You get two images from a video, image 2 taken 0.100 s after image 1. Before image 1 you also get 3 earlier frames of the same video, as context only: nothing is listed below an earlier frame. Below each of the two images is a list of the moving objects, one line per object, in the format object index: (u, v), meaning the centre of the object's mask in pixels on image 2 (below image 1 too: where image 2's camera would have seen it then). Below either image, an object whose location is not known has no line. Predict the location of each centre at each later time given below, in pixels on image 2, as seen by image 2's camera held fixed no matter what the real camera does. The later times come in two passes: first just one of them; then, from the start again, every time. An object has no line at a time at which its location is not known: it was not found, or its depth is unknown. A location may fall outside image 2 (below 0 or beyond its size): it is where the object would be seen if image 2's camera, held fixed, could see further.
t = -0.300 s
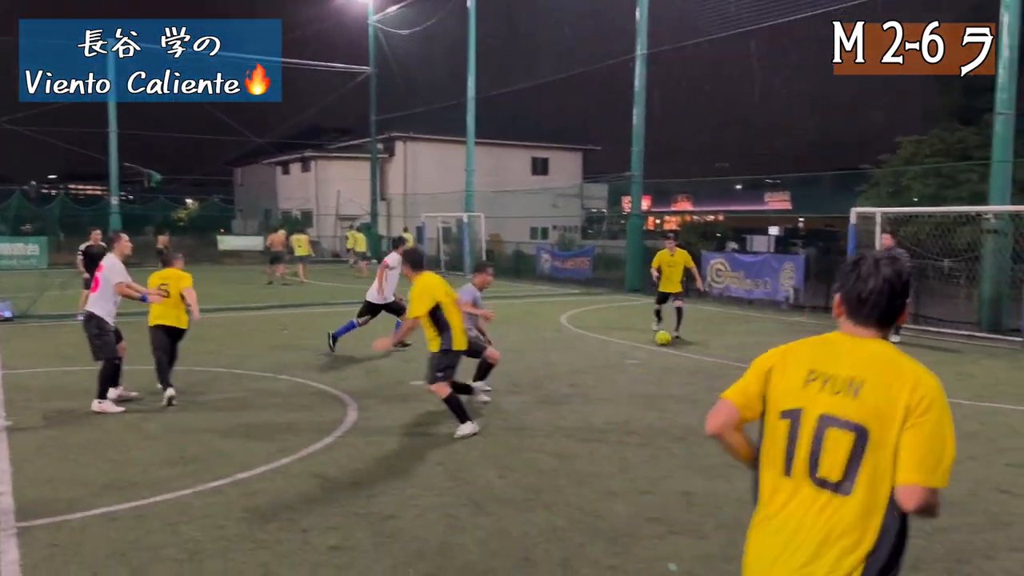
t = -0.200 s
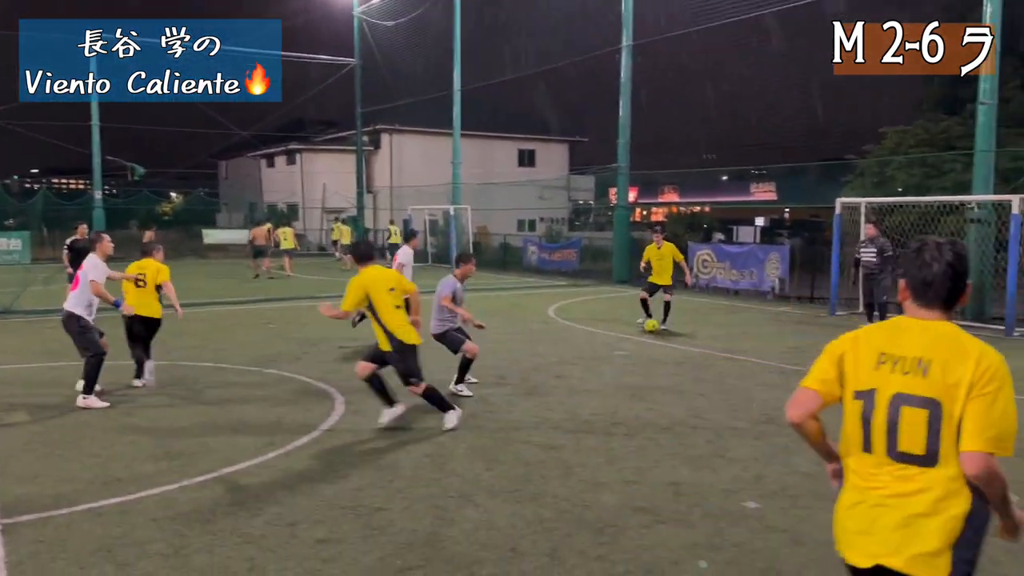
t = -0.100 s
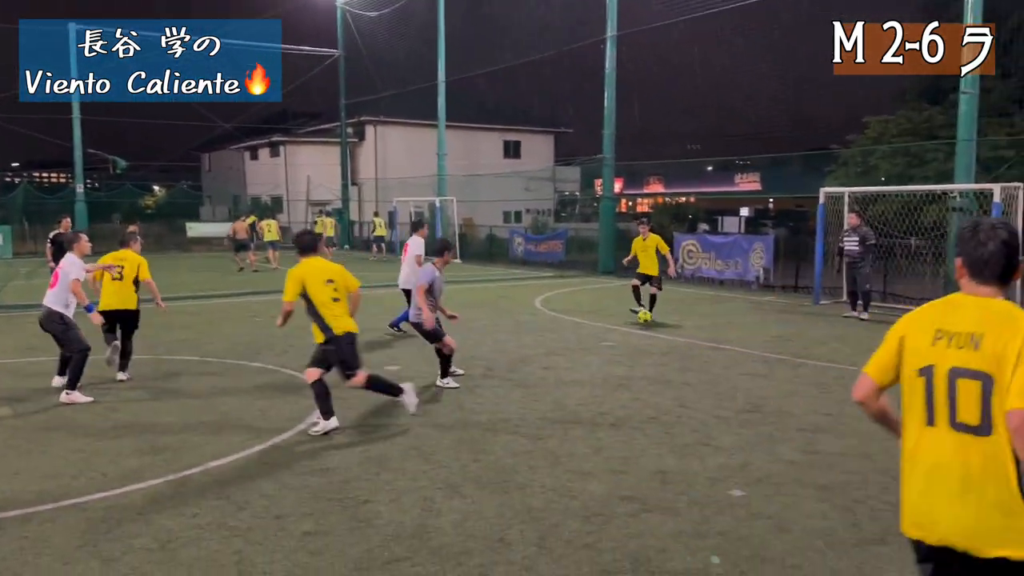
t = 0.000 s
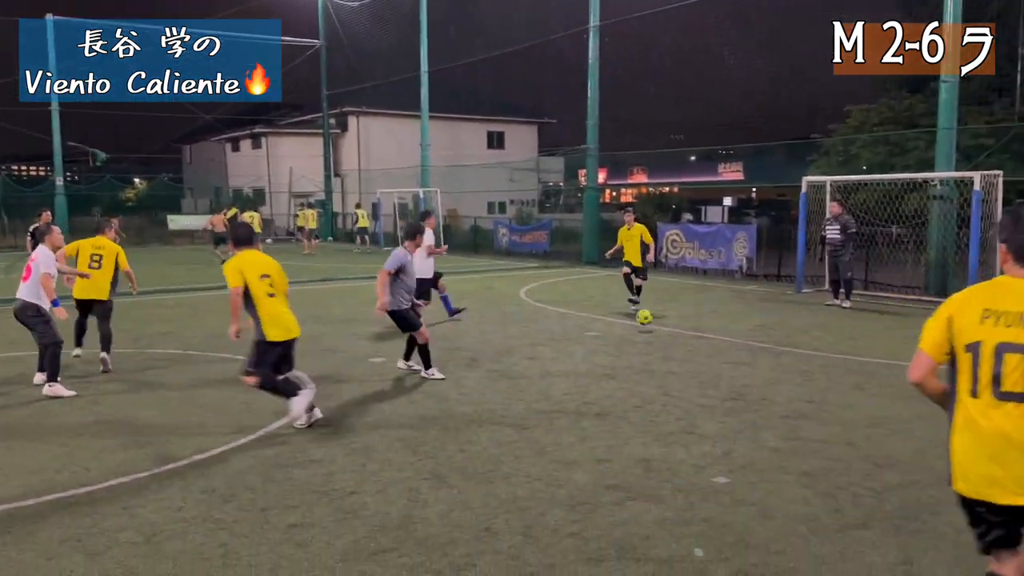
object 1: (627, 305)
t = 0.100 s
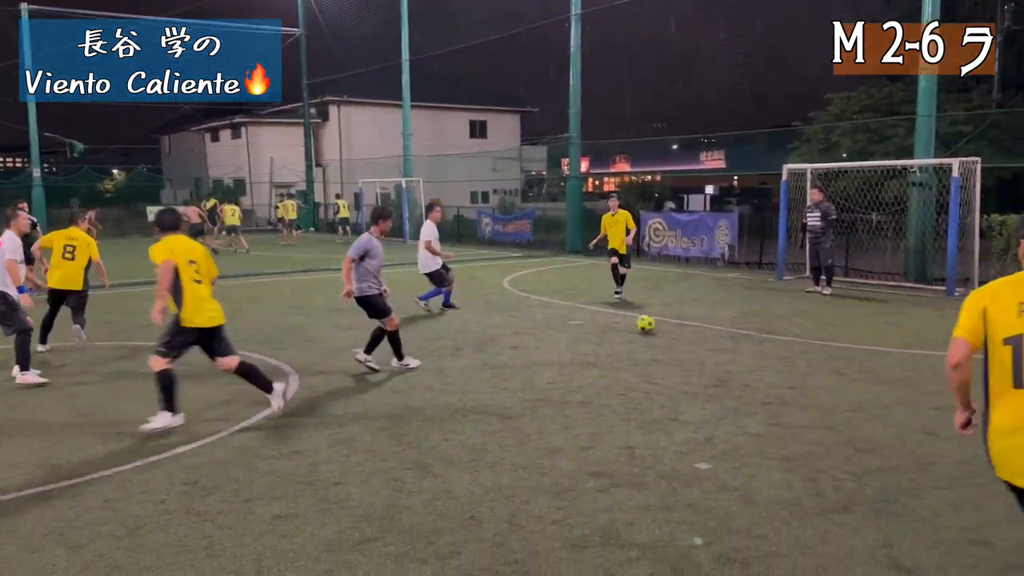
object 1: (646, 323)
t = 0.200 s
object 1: (666, 337)
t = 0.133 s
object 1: (652, 326)
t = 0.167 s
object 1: (659, 332)
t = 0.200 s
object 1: (666, 337)
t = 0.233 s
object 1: (673, 344)
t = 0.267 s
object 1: (681, 353)
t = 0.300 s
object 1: (690, 357)
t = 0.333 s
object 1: (698, 363)
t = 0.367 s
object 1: (708, 371)
